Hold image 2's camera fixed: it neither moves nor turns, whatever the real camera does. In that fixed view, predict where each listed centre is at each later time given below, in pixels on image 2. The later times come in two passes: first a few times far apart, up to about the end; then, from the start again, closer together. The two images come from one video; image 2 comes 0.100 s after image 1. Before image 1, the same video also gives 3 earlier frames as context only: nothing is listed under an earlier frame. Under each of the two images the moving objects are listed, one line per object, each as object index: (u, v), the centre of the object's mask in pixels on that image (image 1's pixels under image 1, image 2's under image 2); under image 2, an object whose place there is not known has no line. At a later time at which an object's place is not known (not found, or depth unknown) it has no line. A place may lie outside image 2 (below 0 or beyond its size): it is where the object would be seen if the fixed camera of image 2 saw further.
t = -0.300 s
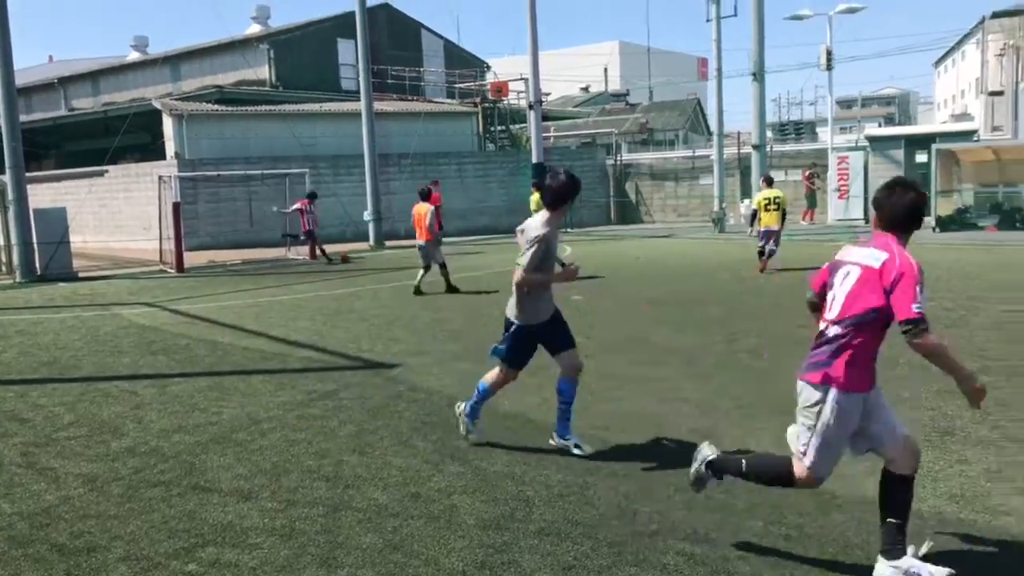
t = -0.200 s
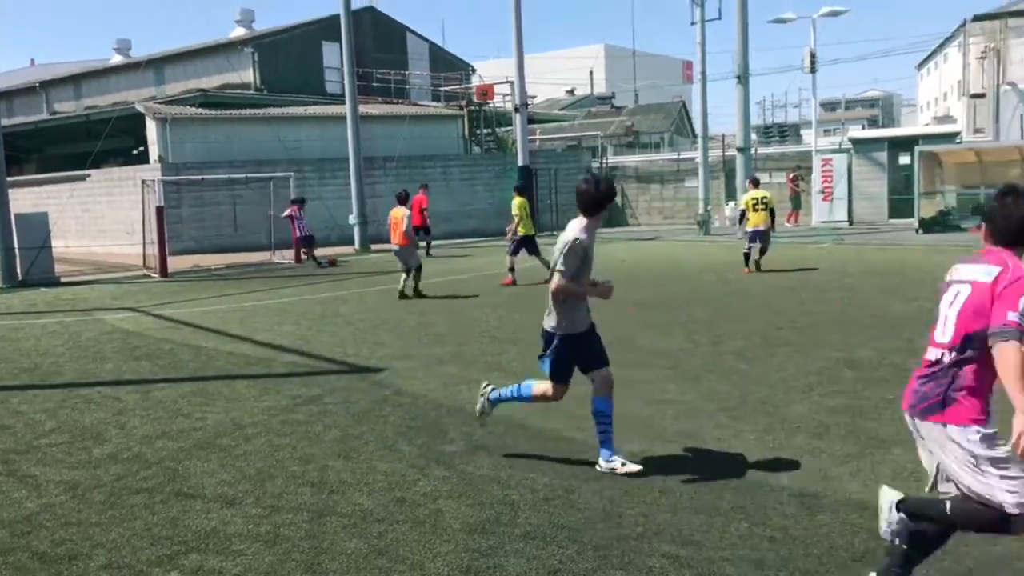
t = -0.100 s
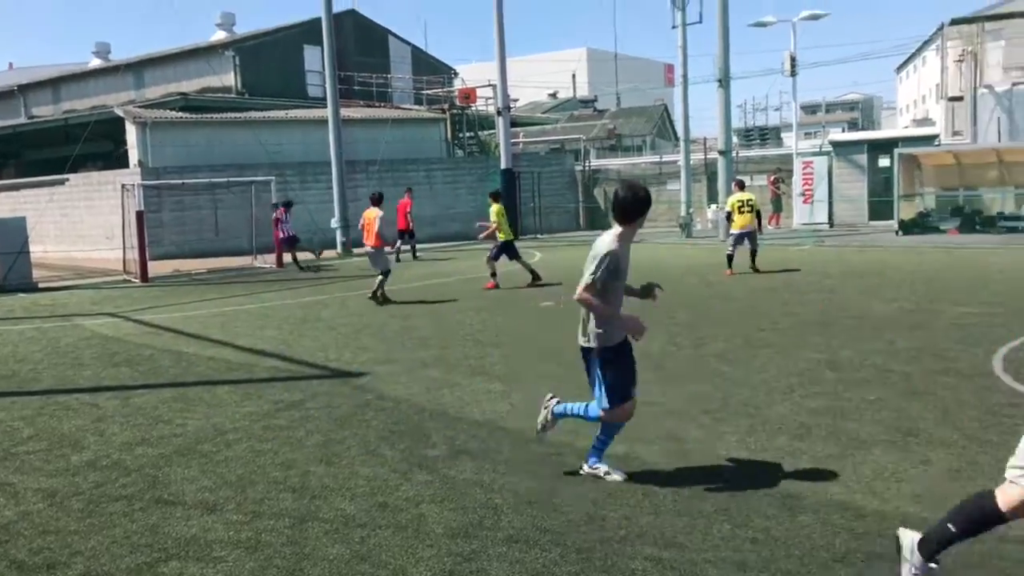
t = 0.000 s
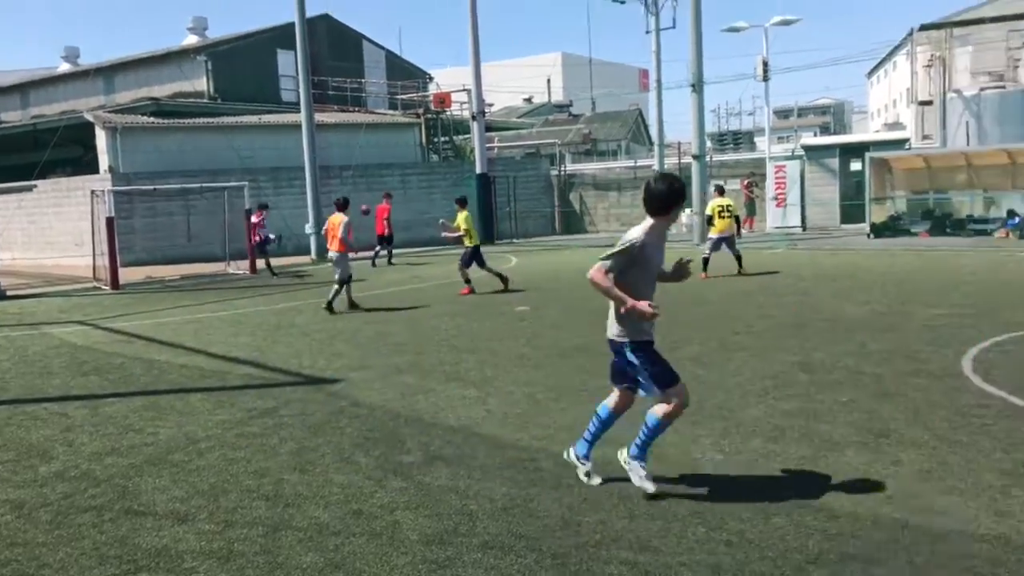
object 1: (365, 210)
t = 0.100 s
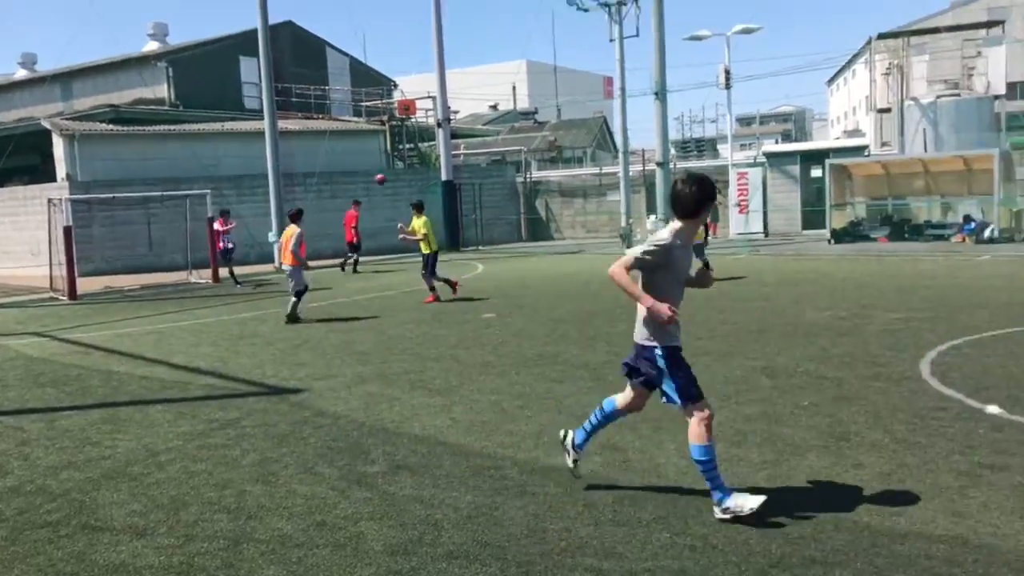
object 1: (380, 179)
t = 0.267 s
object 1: (475, 115)
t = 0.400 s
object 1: (562, 63)
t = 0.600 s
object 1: (720, -15)
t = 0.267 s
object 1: (475, 115)
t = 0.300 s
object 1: (495, 103)
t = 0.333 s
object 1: (517, 90)
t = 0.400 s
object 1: (562, 63)
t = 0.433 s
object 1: (587, 49)
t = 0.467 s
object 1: (612, 37)
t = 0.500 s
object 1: (638, 23)
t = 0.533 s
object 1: (664, 9)
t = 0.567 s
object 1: (692, -3)
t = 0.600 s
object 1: (720, -15)
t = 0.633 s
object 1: (751, -28)
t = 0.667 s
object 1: (781, -41)
